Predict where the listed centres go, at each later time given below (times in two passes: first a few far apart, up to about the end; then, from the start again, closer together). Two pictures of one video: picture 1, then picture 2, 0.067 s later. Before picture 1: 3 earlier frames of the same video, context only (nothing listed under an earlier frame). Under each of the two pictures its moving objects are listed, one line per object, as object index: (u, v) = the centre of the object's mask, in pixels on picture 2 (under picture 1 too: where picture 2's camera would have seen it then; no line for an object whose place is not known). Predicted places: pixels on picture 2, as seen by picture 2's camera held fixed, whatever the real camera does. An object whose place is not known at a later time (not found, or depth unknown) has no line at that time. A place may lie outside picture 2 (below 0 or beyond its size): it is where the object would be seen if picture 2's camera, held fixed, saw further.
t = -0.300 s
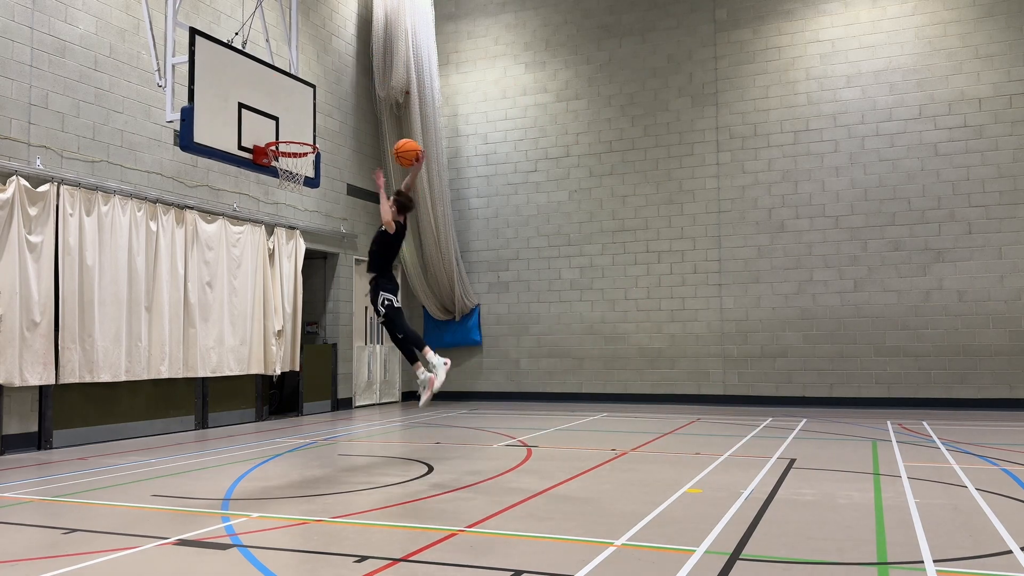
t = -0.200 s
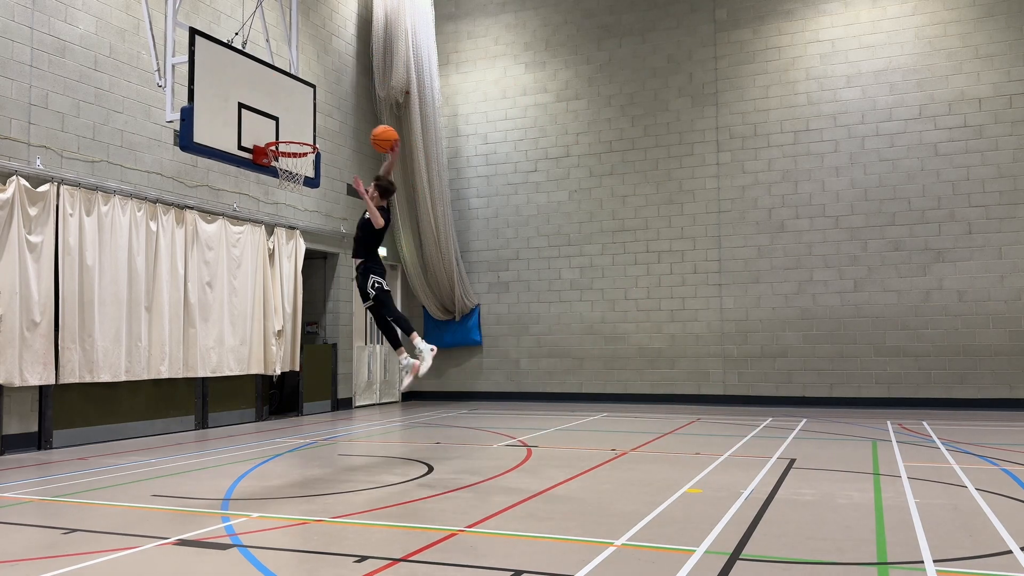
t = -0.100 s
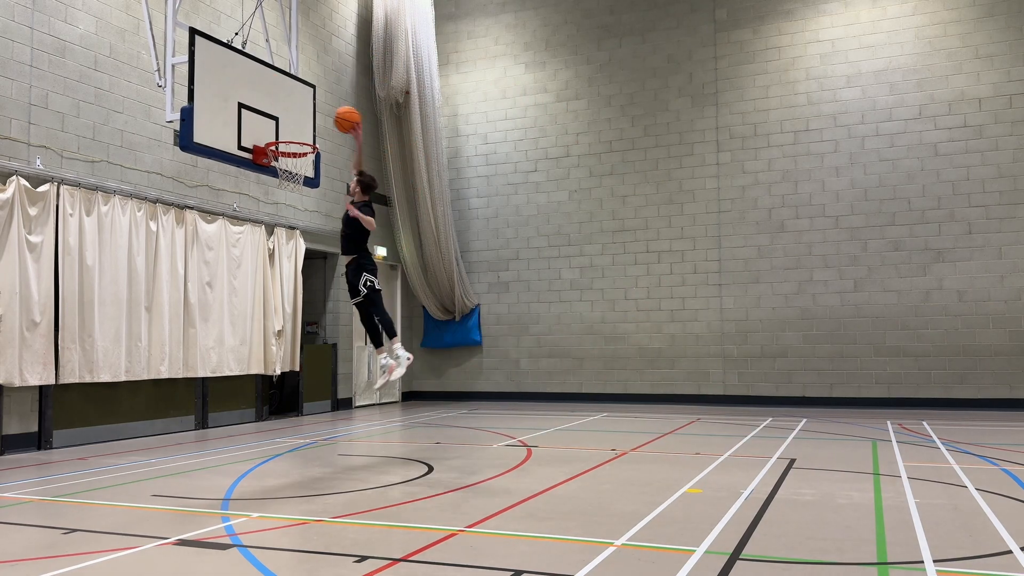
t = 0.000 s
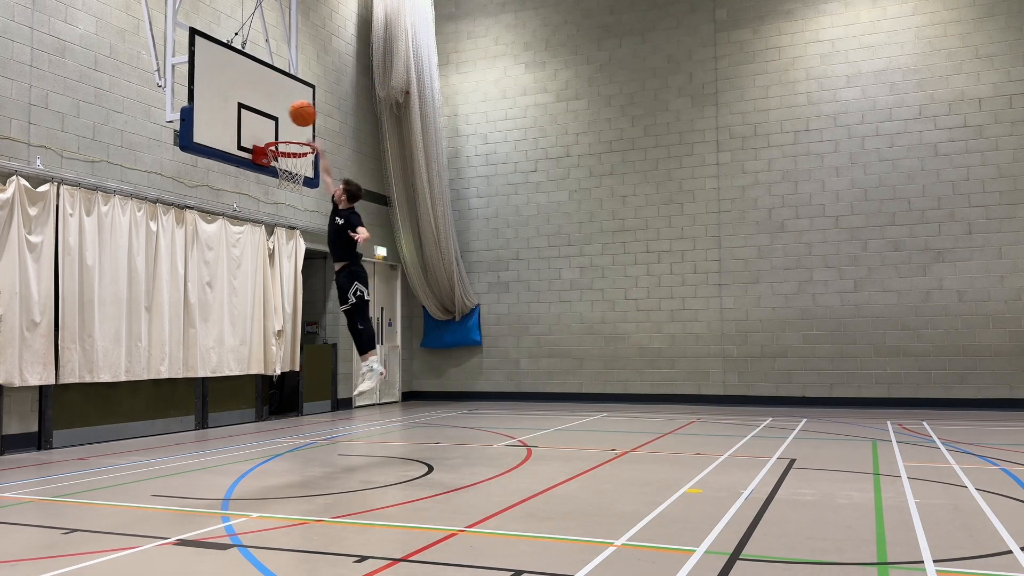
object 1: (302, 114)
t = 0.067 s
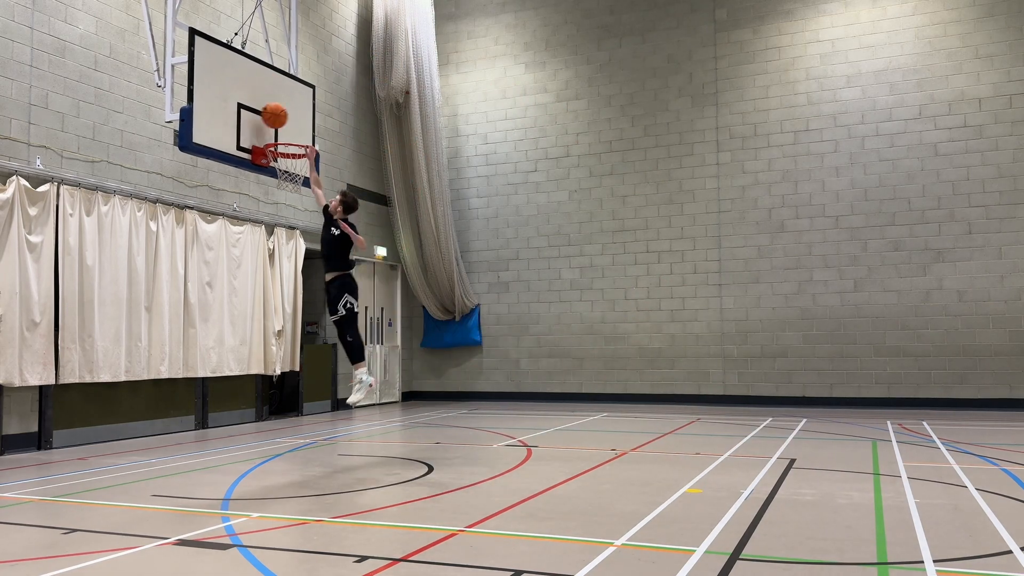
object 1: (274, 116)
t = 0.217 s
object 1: (325, 130)
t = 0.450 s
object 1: (428, 197)
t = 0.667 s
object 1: (526, 312)
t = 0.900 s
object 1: (630, 439)
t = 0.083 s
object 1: (268, 117)
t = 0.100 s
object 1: (274, 118)
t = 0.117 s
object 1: (281, 119)
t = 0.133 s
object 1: (289, 120)
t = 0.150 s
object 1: (296, 121)
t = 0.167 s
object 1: (303, 123)
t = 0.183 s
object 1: (311, 126)
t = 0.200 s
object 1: (318, 128)
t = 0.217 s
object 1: (325, 130)
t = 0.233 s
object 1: (333, 133)
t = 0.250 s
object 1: (340, 136)
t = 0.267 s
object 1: (347, 140)
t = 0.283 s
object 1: (355, 144)
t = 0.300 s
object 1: (362, 148)
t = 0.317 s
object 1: (370, 152)
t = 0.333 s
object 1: (376, 157)
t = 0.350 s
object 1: (384, 162)
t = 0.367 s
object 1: (391, 167)
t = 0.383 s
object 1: (398, 172)
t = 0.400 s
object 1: (406, 178)
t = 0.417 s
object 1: (414, 184)
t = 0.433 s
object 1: (421, 190)
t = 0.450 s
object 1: (428, 197)
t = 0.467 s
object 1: (436, 204)
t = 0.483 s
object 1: (443, 211)
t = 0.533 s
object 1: (465, 235)
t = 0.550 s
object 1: (473, 243)
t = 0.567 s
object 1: (481, 252)
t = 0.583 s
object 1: (489, 262)
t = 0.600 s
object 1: (496, 271)
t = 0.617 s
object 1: (504, 281)
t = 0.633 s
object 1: (511, 290)
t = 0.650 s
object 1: (519, 301)
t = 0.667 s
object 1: (526, 312)
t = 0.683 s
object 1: (534, 323)
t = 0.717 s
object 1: (549, 346)
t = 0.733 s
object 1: (557, 358)
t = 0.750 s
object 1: (565, 370)
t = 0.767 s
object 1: (574, 384)
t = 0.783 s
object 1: (581, 396)
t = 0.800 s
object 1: (589, 409)
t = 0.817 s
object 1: (597, 424)
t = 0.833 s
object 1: (606, 438)
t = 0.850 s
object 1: (614, 453)
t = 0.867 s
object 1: (621, 463)
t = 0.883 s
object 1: (625, 451)
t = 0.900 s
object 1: (630, 439)
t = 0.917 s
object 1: (634, 429)
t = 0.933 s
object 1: (639, 418)
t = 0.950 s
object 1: (643, 407)
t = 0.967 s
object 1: (647, 397)
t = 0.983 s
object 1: (651, 388)
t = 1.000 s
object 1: (656, 378)
